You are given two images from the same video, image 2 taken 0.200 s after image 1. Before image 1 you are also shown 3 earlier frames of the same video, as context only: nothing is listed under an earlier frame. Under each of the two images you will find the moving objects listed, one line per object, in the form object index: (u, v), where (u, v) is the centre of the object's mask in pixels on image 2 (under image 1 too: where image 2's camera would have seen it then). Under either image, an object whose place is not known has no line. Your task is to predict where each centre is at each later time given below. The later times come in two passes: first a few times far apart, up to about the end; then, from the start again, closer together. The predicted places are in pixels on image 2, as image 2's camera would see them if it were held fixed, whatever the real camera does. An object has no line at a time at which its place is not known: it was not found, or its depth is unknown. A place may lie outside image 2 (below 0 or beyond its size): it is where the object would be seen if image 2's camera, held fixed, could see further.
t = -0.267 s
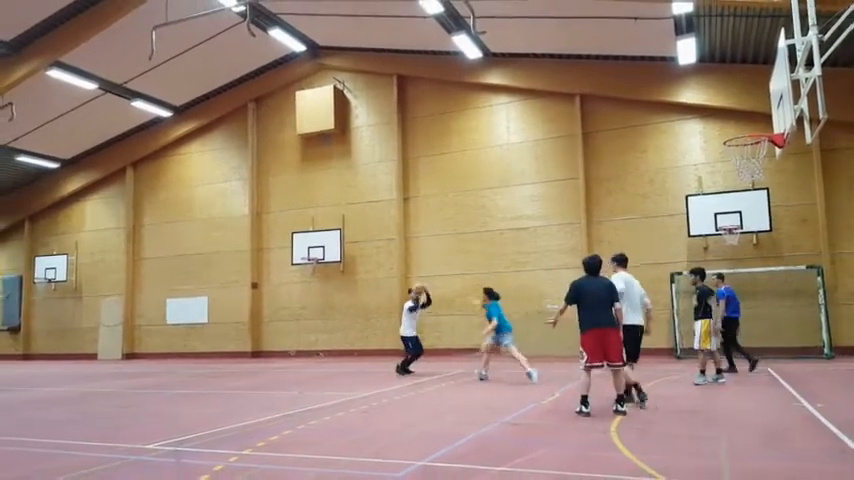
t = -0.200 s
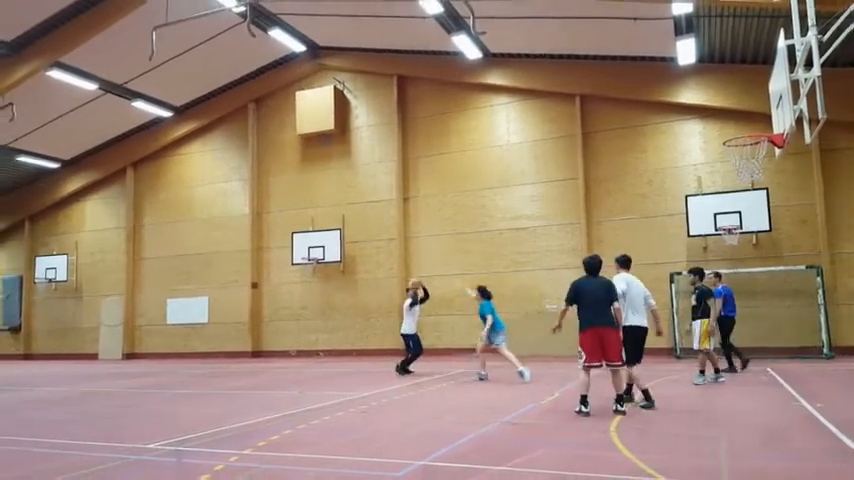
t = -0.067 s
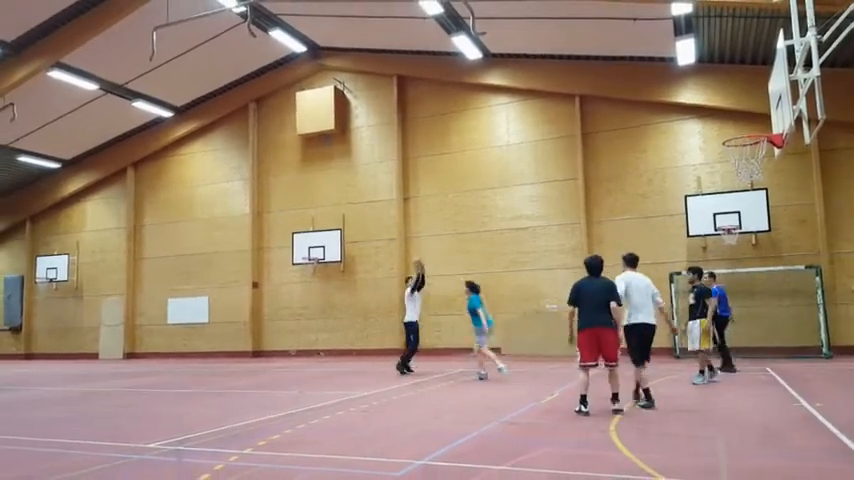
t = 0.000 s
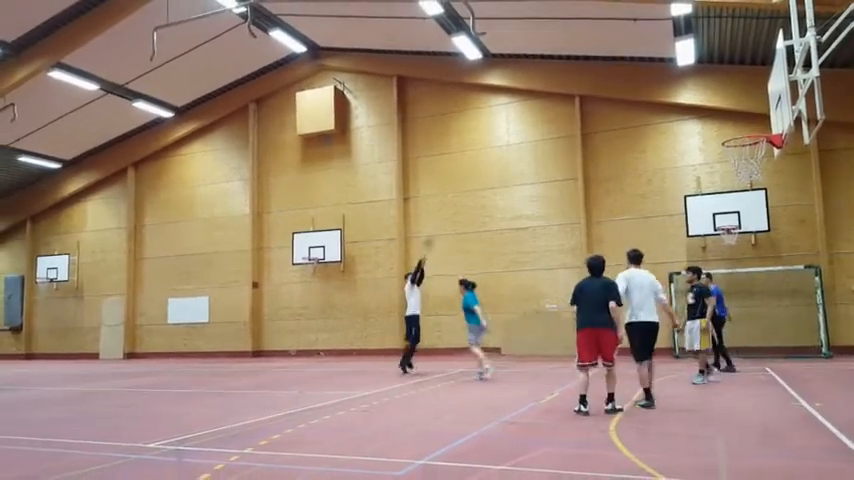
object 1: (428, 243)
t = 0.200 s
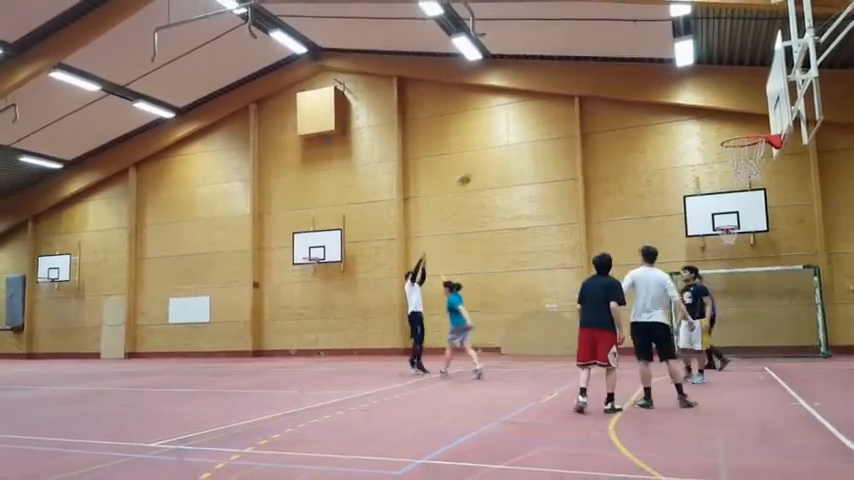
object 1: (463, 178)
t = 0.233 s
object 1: (472, 168)
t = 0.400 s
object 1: (506, 130)
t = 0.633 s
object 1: (564, 94)
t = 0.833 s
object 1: (623, 88)
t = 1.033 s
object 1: (696, 114)
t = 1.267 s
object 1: (772, 157)
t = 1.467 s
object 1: (789, 173)
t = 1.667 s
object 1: (809, 227)
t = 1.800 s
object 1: (828, 282)
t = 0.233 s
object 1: (472, 168)
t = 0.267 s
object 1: (477, 159)
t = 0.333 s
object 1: (491, 145)
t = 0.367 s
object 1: (499, 137)
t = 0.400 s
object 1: (506, 130)
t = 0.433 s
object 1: (513, 125)
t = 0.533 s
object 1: (539, 107)
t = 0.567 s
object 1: (547, 101)
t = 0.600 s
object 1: (555, 98)
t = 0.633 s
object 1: (564, 94)
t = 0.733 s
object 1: (593, 87)
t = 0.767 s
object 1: (603, 86)
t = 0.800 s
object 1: (613, 87)
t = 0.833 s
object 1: (623, 88)
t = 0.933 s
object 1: (656, 96)
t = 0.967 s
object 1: (665, 100)
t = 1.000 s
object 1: (678, 108)
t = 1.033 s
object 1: (696, 114)
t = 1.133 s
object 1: (738, 149)
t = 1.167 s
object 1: (753, 151)
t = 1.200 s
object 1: (765, 157)
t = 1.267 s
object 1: (772, 157)
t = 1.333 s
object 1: (777, 159)
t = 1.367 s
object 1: (779, 161)
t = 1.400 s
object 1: (783, 164)
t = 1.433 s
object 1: (786, 169)
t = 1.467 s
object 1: (789, 173)
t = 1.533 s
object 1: (796, 187)
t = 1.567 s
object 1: (799, 195)
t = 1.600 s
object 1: (802, 202)
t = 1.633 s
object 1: (806, 214)
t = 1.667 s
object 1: (809, 227)
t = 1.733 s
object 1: (819, 252)
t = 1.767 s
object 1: (823, 266)
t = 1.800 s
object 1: (828, 282)
